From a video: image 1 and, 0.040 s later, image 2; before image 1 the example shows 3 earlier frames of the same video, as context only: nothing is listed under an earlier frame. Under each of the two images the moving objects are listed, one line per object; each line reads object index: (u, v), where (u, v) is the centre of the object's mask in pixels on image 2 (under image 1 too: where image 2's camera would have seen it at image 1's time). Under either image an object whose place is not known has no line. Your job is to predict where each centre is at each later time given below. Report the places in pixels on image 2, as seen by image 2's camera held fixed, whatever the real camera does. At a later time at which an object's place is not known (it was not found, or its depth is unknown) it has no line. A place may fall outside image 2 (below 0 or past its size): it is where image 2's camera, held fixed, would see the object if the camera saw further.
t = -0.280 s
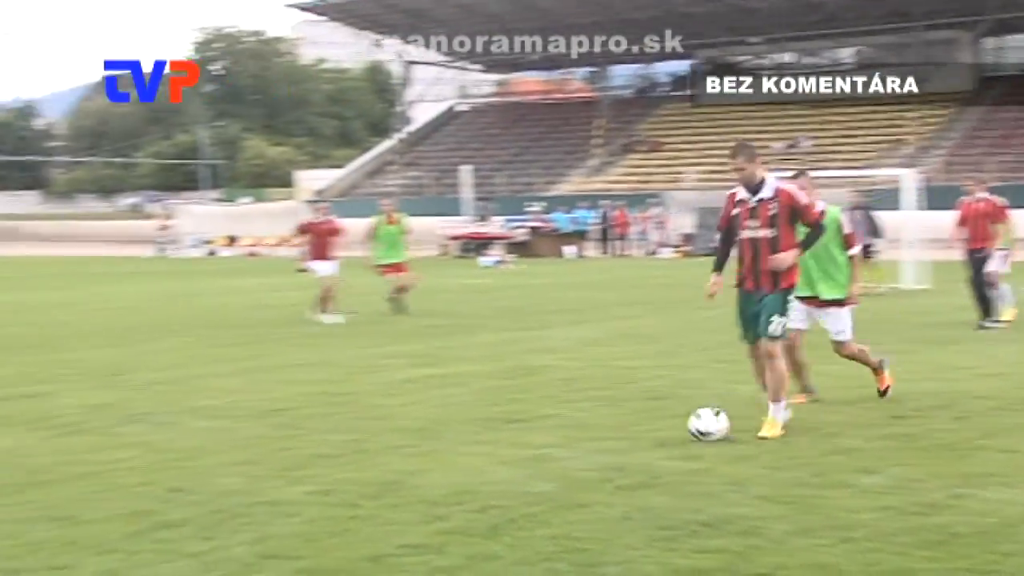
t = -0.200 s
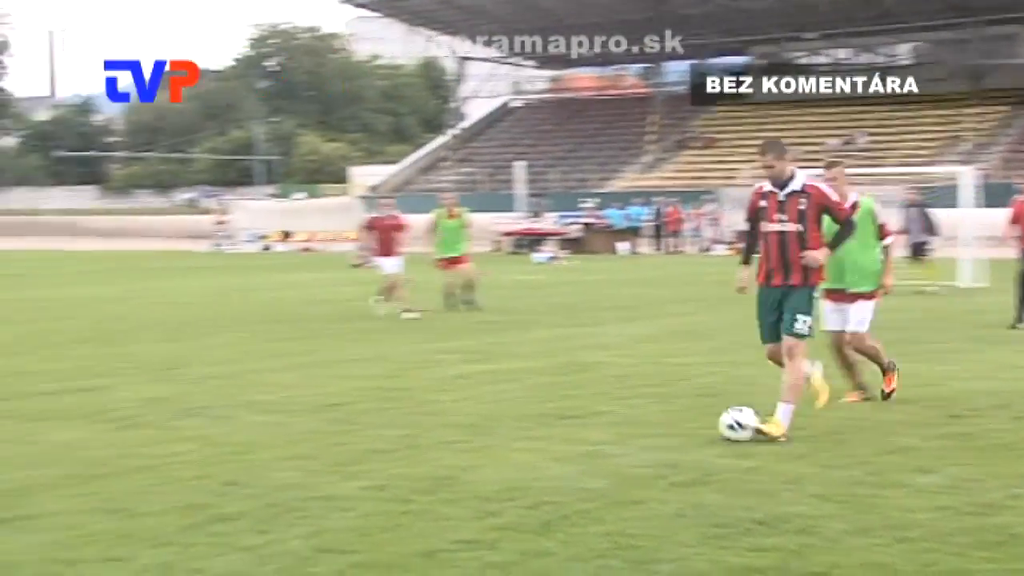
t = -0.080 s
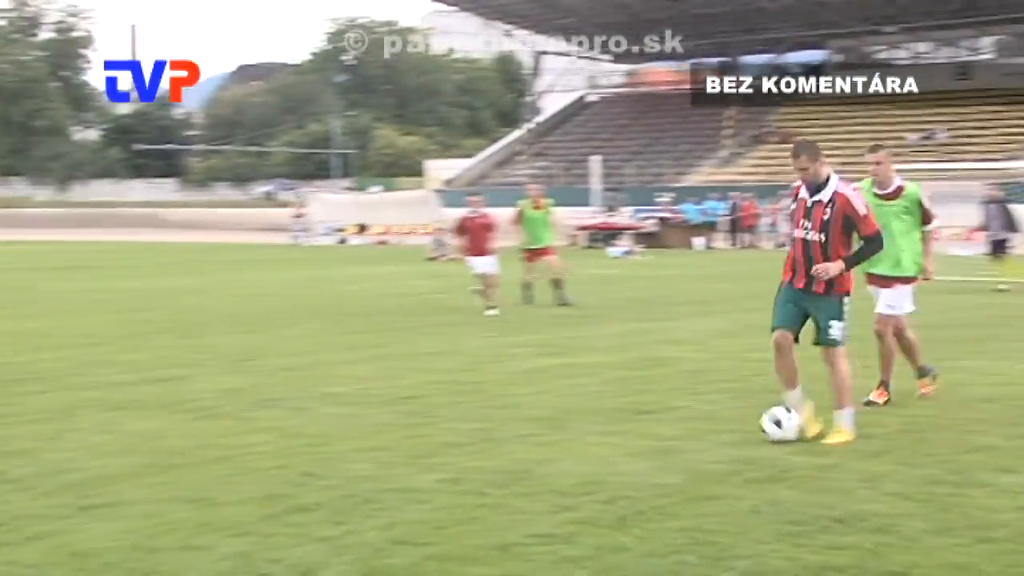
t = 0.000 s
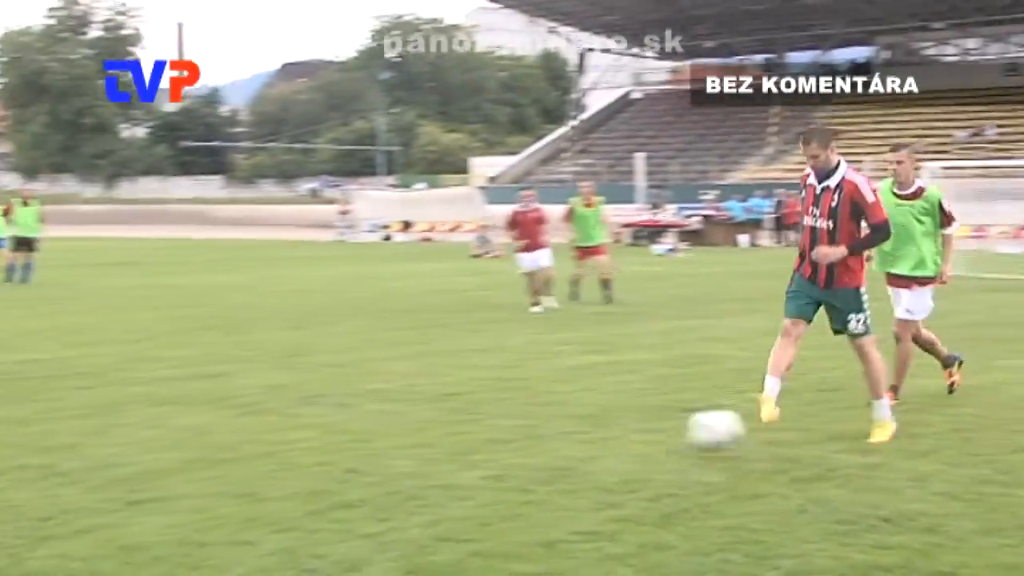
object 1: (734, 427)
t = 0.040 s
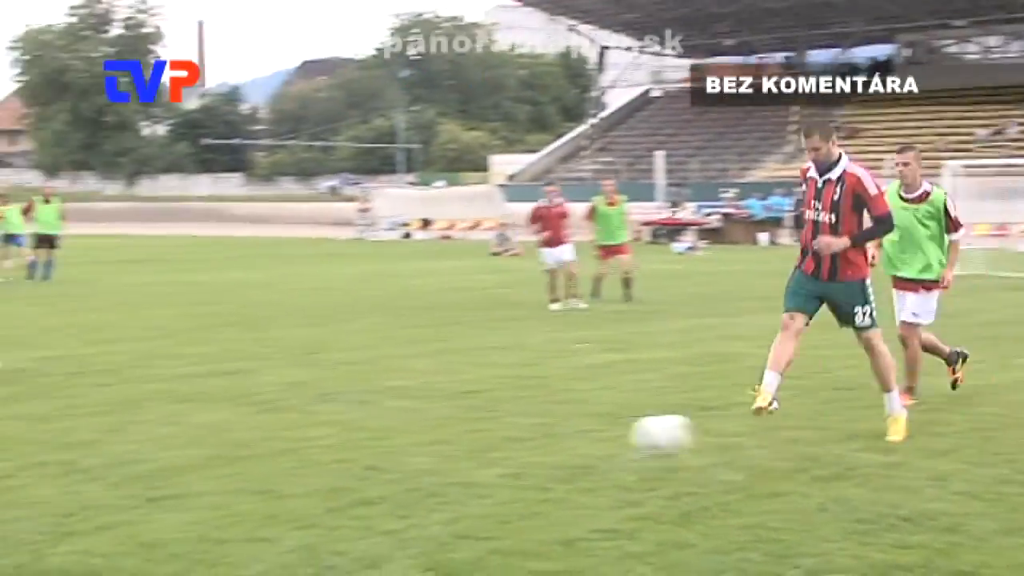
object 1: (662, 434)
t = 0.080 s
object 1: (586, 444)
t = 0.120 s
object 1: (498, 458)
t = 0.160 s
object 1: (405, 476)
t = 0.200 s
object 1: (304, 498)
